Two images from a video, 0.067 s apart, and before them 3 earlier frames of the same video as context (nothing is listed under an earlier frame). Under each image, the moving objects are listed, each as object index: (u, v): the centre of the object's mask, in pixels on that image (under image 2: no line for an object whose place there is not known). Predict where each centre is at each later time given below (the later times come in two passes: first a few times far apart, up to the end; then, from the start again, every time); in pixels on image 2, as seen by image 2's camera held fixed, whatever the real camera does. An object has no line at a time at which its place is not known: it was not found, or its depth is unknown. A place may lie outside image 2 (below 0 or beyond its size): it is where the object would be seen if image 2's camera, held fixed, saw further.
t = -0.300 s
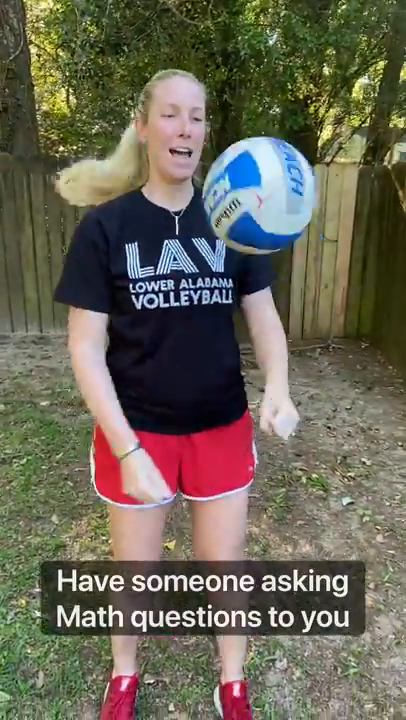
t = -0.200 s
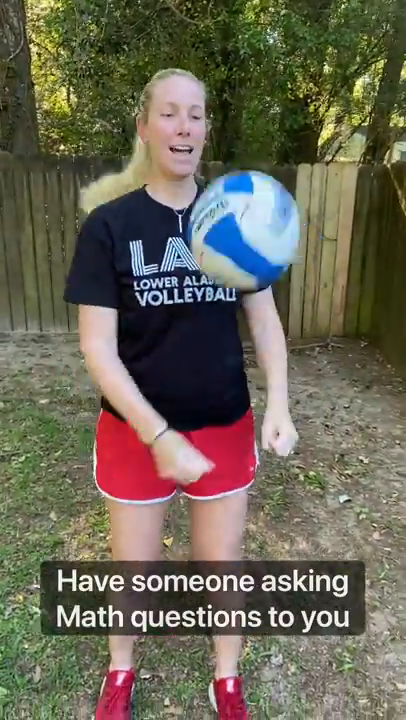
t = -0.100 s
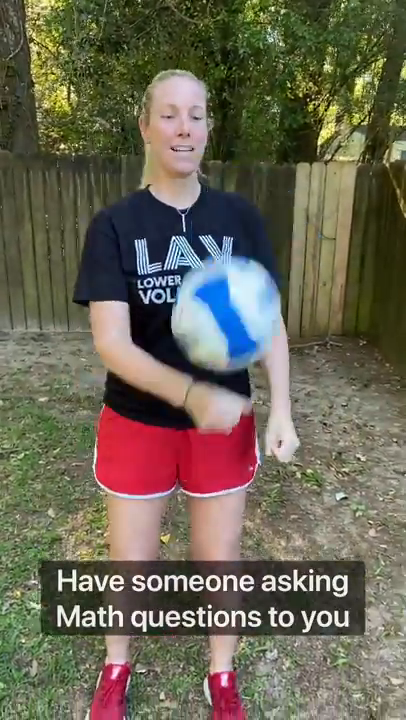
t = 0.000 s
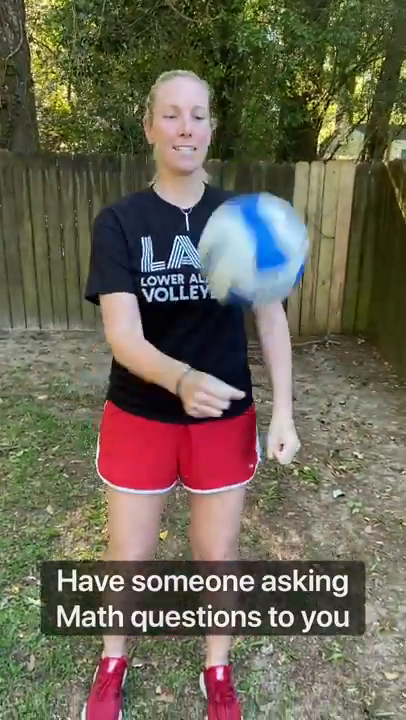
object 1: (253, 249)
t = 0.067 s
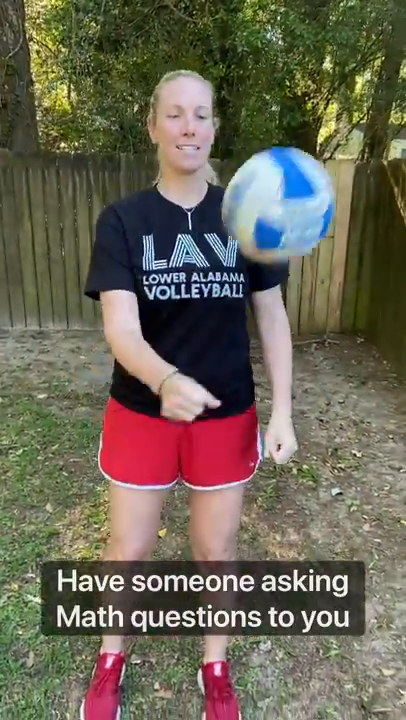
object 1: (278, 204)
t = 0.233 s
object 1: (339, 187)
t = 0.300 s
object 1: (362, 216)
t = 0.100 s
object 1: (292, 190)
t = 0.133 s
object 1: (305, 182)
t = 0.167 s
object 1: (316, 178)
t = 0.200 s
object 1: (328, 180)
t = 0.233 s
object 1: (339, 187)
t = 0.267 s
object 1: (352, 199)
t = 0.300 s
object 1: (362, 216)
